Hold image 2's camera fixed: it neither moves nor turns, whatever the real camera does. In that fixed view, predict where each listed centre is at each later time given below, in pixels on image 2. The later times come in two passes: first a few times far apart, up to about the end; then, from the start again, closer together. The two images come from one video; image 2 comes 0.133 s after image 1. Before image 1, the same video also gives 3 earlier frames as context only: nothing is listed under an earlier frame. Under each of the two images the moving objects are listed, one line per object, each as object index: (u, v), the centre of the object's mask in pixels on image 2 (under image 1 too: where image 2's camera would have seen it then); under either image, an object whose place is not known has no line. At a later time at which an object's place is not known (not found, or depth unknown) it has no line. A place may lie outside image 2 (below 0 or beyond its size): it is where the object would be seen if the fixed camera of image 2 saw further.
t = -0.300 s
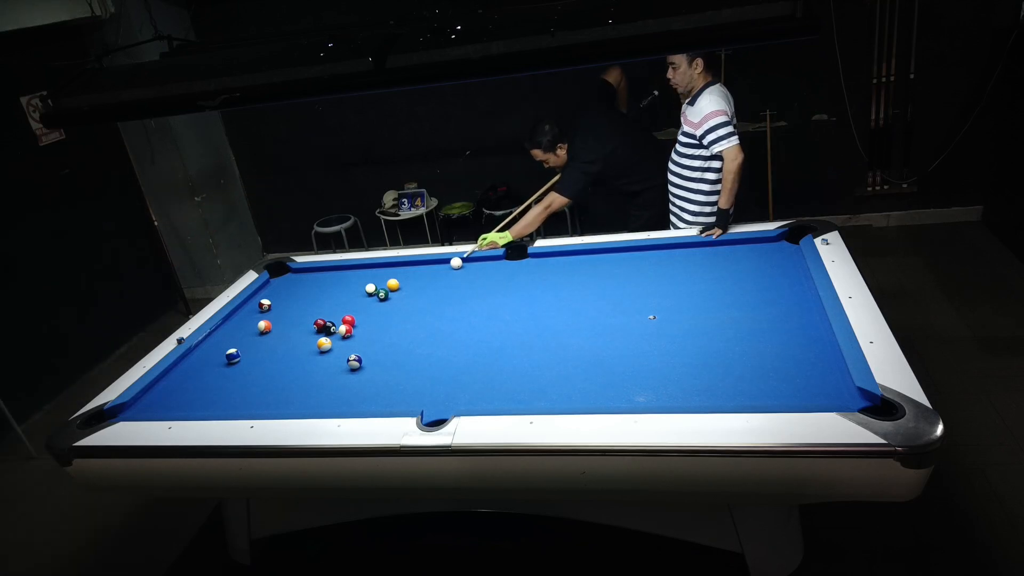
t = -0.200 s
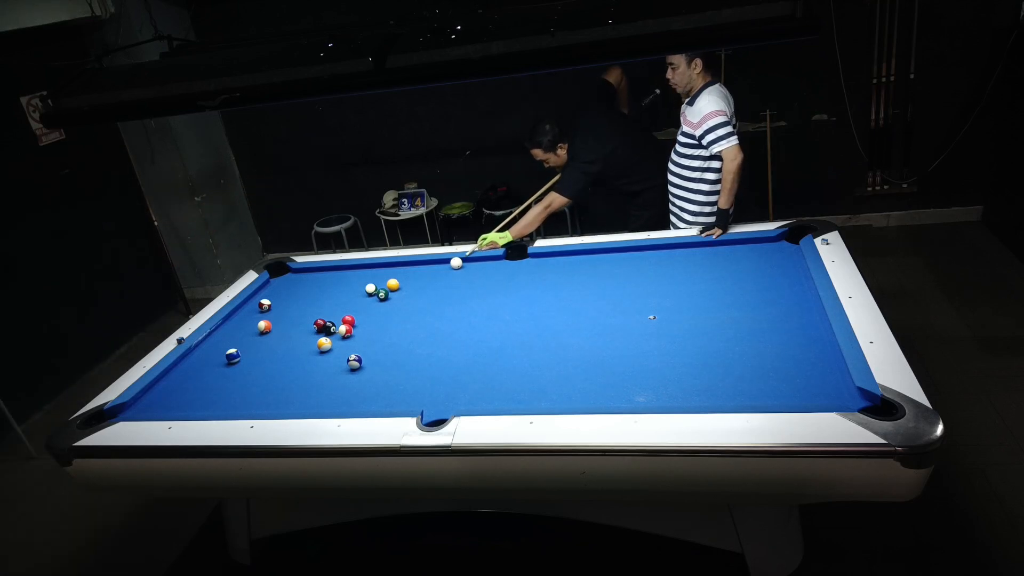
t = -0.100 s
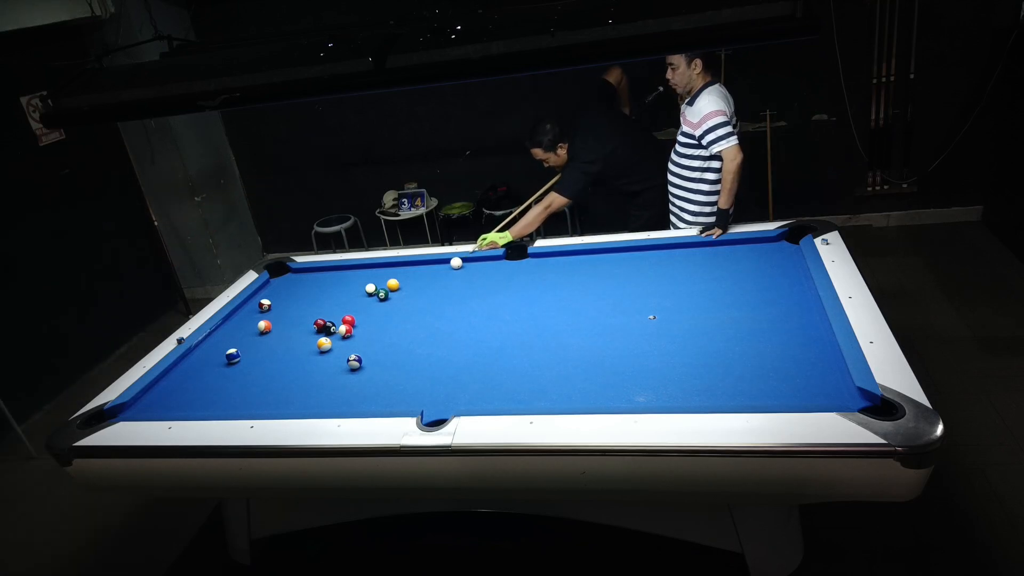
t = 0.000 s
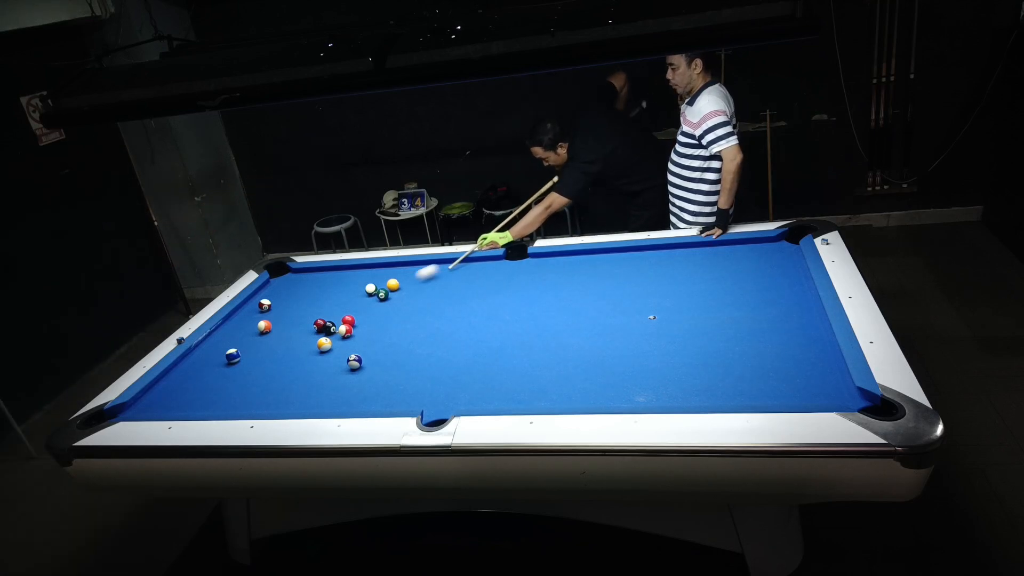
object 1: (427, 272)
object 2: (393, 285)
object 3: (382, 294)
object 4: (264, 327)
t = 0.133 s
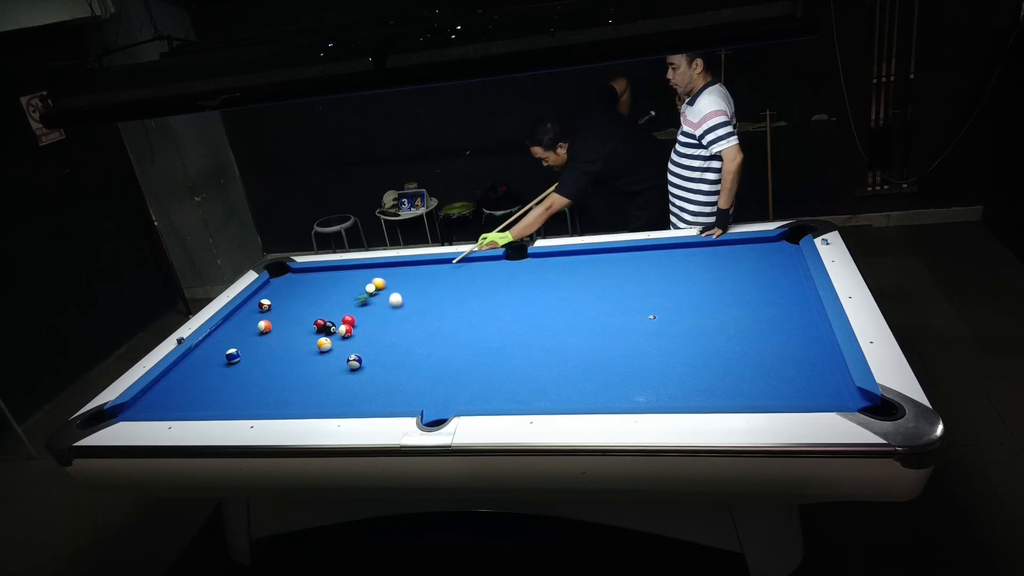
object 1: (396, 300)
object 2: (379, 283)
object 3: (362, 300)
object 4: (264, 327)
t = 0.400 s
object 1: (394, 338)
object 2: (344, 281)
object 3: (294, 318)
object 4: (264, 327)
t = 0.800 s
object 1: (387, 403)
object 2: (296, 278)
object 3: (248, 320)
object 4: (215, 347)
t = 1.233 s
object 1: (442, 352)
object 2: (287, 272)
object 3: (241, 318)
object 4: (179, 370)
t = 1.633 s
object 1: (482, 313)
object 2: (275, 279)
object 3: (267, 315)
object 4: (181, 383)
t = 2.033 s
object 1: (513, 281)
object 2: (267, 285)
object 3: (289, 312)
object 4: (184, 396)
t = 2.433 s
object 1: (539, 256)
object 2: (264, 289)
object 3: (308, 310)
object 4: (186, 406)
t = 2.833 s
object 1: (538, 272)
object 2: (261, 291)
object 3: (324, 308)
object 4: (198, 405)
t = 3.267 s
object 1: (536, 290)
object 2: (259, 293)
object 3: (338, 306)
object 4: (211, 399)
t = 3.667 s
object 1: (534, 306)
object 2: (258, 293)
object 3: (347, 305)
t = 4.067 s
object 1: (532, 323)
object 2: (258, 293)
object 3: (353, 305)
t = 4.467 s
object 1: (529, 339)
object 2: (258, 293)
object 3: (355, 305)
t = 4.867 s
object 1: (527, 355)
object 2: (258, 293)
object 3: (355, 305)
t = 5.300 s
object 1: (523, 371)
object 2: (258, 293)
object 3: (355, 305)
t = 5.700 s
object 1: (520, 384)
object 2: (258, 293)
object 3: (355, 305)
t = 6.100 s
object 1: (516, 396)
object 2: (258, 293)
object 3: (355, 305)
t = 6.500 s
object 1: (513, 401)
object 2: (258, 293)
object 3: (355, 305)
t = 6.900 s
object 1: (514, 398)
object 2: (258, 293)
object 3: (355, 305)
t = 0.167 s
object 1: (396, 305)
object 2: (375, 282)
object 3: (353, 302)
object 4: (264, 327)
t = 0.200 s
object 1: (396, 310)
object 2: (369, 281)
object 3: (344, 305)
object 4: (264, 327)
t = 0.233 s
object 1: (396, 315)
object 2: (364, 282)
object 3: (336, 307)
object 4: (264, 327)
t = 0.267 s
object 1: (395, 319)
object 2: (360, 282)
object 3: (328, 309)
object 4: (264, 326)
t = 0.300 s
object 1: (395, 323)
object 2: (356, 282)
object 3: (318, 311)
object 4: (264, 326)
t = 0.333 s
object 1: (395, 328)
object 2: (352, 282)
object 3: (310, 313)
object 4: (264, 327)
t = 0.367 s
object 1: (394, 333)
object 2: (348, 282)
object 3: (302, 315)
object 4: (264, 327)
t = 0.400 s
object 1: (394, 338)
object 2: (344, 281)
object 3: (294, 318)
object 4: (264, 327)
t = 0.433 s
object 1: (393, 343)
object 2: (340, 281)
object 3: (286, 319)
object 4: (265, 326)
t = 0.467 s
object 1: (393, 348)
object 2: (335, 281)
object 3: (277, 321)
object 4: (264, 327)
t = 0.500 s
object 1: (392, 353)
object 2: (331, 281)
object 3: (275, 321)
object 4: (259, 329)
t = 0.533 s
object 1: (392, 358)
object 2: (327, 280)
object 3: (272, 321)
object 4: (253, 331)
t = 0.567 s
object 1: (391, 363)
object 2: (323, 280)
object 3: (269, 320)
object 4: (248, 333)
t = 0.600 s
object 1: (391, 369)
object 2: (319, 280)
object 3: (266, 320)
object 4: (243, 335)
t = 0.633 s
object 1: (390, 375)
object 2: (315, 280)
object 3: (263, 320)
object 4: (239, 337)
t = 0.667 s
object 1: (390, 381)
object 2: (312, 279)
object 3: (260, 320)
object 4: (234, 339)
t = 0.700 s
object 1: (389, 387)
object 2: (308, 279)
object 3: (257, 320)
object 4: (230, 342)
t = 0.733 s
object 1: (388, 393)
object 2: (304, 279)
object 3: (254, 320)
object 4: (225, 343)
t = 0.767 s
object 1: (388, 399)
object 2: (300, 278)
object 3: (251, 320)
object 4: (220, 346)
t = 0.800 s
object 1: (387, 403)
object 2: (296, 278)
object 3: (248, 320)
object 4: (215, 347)
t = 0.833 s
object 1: (392, 400)
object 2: (293, 278)
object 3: (245, 320)
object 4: (210, 350)
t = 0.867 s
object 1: (397, 396)
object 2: (289, 278)
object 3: (242, 319)
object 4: (206, 351)
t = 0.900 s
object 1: (402, 392)
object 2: (286, 277)
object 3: (239, 320)
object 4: (201, 353)
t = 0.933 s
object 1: (406, 387)
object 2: (282, 277)
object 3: (237, 319)
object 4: (196, 355)
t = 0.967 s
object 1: (410, 383)
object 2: (278, 277)
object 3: (234, 319)
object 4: (192, 358)
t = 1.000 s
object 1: (415, 379)
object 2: (275, 277)
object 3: (231, 319)
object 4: (187, 359)
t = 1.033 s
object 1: (419, 375)
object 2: (277, 276)
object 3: (228, 319)
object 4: (183, 361)
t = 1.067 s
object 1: (423, 371)
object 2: (280, 275)
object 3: (230, 319)
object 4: (178, 364)
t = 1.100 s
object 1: (427, 367)
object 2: (283, 274)
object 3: (232, 319)
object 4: (178, 365)
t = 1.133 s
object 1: (431, 363)
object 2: (285, 273)
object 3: (235, 318)
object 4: (178, 366)
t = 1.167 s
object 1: (435, 359)
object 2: (288, 272)
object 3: (237, 318)
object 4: (178, 367)
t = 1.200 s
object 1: (439, 356)
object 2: (288, 272)
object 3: (239, 318)
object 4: (179, 368)
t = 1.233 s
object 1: (442, 352)
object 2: (287, 272)
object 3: (241, 318)
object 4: (179, 370)
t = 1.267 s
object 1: (446, 348)
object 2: (286, 273)
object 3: (244, 318)
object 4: (179, 371)
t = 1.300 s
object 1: (449, 345)
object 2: (285, 273)
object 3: (246, 318)
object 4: (179, 372)
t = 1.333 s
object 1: (453, 341)
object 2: (284, 274)
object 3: (248, 317)
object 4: (179, 373)
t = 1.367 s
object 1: (456, 338)
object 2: (283, 275)
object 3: (250, 317)
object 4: (179, 374)
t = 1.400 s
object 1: (460, 335)
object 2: (282, 275)
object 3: (252, 317)
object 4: (180, 375)
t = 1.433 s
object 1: (463, 331)
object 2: (281, 276)
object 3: (254, 317)
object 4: (180, 376)
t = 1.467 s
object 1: (466, 328)
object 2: (280, 277)
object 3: (256, 316)
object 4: (180, 377)
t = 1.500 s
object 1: (469, 325)
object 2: (279, 277)
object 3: (258, 316)
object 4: (180, 379)
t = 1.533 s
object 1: (473, 322)
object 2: (278, 278)
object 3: (260, 316)
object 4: (181, 380)
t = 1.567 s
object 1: (476, 319)
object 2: (277, 278)
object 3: (262, 316)
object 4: (181, 380)
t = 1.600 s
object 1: (479, 316)
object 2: (276, 279)
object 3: (265, 315)
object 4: (181, 382)
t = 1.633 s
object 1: (482, 313)
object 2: (275, 279)
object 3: (267, 315)
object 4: (181, 383)
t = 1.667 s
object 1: (484, 310)
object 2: (274, 280)
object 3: (269, 315)
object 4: (181, 384)
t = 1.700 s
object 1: (487, 307)
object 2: (274, 280)
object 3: (271, 314)
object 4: (181, 385)
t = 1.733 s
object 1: (490, 305)
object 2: (273, 281)
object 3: (273, 314)
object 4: (181, 386)
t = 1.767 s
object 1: (493, 302)
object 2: (272, 282)
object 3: (275, 314)
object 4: (182, 388)
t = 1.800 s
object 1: (495, 299)
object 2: (271, 282)
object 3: (276, 314)
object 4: (182, 389)
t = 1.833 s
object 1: (498, 296)
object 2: (270, 283)
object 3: (278, 314)
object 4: (182, 390)
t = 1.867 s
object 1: (501, 294)
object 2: (269, 283)
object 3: (280, 313)
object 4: (183, 391)
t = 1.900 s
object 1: (503, 291)
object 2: (268, 284)
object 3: (282, 313)
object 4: (183, 392)
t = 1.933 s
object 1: (506, 289)
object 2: (267, 284)
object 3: (284, 313)
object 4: (183, 393)
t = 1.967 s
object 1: (508, 286)
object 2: (267, 285)
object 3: (285, 313)
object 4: (183, 394)
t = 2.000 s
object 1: (511, 284)
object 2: (267, 285)
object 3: (287, 313)
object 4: (183, 395)
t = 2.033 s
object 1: (513, 281)
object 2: (267, 285)
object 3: (289, 312)
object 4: (184, 396)
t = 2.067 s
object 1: (515, 279)
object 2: (266, 286)
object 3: (290, 312)
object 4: (184, 397)
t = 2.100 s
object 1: (518, 277)
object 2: (266, 286)
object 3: (292, 312)
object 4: (184, 398)
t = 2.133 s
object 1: (520, 274)
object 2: (266, 286)
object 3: (294, 312)
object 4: (184, 399)
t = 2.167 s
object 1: (522, 272)
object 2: (266, 287)
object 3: (296, 311)
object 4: (184, 400)
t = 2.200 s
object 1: (525, 270)
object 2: (265, 287)
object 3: (297, 311)
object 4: (185, 401)
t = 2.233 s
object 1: (527, 268)
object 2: (265, 287)
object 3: (299, 311)
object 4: (185, 402)
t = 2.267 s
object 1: (529, 266)
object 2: (265, 287)
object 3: (300, 311)
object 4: (185, 403)
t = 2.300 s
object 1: (531, 264)
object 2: (265, 288)
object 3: (302, 311)
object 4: (185, 404)
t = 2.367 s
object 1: (535, 259)
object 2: (264, 288)
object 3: (305, 310)
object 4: (186, 405)
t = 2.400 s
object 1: (537, 257)
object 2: (264, 288)
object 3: (307, 310)
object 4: (186, 406)
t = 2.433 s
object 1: (539, 256)
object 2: (264, 289)
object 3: (308, 310)
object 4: (186, 406)
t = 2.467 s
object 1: (539, 257)
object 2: (264, 289)
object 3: (309, 310)
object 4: (187, 407)
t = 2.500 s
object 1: (539, 258)
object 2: (263, 289)
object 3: (311, 310)
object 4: (187, 408)
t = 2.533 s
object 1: (538, 260)
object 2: (263, 289)
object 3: (312, 309)
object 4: (187, 408)
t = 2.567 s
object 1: (539, 261)
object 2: (263, 290)
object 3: (314, 309)
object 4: (188, 408)
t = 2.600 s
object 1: (538, 262)
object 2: (263, 290)
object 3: (315, 309)
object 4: (190, 408)
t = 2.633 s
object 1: (538, 264)
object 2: (262, 290)
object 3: (316, 309)
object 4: (191, 407)
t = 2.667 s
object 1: (538, 265)
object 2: (262, 290)
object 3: (318, 309)
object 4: (192, 407)
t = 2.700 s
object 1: (538, 266)
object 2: (262, 290)
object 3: (319, 309)
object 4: (193, 407)
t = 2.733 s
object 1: (538, 268)
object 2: (262, 291)
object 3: (320, 308)
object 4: (195, 406)
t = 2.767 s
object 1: (538, 269)
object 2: (262, 291)
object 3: (322, 308)
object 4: (196, 406)
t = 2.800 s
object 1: (538, 270)
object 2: (261, 291)
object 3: (323, 308)
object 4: (197, 405)
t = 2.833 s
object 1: (538, 272)
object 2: (261, 291)
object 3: (324, 308)
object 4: (198, 405)
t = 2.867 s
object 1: (538, 273)
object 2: (261, 291)
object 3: (325, 308)
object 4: (200, 405)
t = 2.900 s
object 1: (537, 274)
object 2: (261, 291)
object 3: (326, 308)
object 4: (201, 404)
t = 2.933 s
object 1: (537, 276)
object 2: (261, 292)
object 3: (328, 308)
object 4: (202, 404)
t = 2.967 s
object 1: (537, 277)
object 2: (261, 292)
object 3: (329, 307)
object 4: (203, 404)
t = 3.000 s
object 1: (537, 279)
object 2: (260, 292)
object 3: (330, 307)
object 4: (204, 403)
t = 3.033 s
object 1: (537, 280)
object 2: (260, 292)
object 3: (331, 307)
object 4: (205, 402)
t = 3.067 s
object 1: (537, 281)
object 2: (260, 292)
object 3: (332, 307)
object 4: (206, 402)
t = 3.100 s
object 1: (537, 283)
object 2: (260, 292)
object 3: (333, 307)
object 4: (207, 401)
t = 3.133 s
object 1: (536, 284)
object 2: (260, 292)
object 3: (334, 307)
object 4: (208, 401)
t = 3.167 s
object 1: (536, 286)
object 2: (260, 292)
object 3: (335, 307)
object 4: (209, 400)
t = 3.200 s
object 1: (536, 287)
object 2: (259, 293)
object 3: (336, 307)
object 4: (210, 400)
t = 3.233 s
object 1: (536, 288)
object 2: (259, 293)
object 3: (337, 306)
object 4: (210, 399)
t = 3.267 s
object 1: (536, 290)
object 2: (259, 293)
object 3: (338, 306)
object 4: (211, 399)
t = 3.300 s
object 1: (536, 291)
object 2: (259, 293)
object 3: (339, 306)
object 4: (212, 399)
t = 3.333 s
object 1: (536, 293)
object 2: (259, 293)
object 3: (339, 306)
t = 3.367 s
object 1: (536, 294)
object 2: (259, 293)
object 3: (340, 306)
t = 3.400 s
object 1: (535, 295)
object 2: (259, 293)
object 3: (341, 306)
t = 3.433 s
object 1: (535, 297)
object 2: (258, 293)
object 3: (342, 306)
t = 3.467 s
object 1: (535, 298)
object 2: (258, 293)
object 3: (343, 306)
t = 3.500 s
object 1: (535, 299)
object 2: (258, 293)
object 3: (343, 306)
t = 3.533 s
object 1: (535, 301)
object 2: (258, 293)
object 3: (344, 306)
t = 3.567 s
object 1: (535, 302)
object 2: (258, 293)
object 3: (345, 306)
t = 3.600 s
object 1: (534, 304)
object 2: (258, 293)
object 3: (345, 306)
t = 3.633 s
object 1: (534, 305)
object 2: (258, 293)
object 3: (346, 305)
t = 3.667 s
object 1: (534, 306)
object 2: (258, 293)
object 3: (347, 305)
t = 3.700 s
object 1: (534, 308)
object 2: (258, 293)
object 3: (347, 305)
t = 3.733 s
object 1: (534, 309)
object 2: (258, 293)
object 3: (348, 305)
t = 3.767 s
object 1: (533, 311)
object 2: (258, 293)
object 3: (349, 305)
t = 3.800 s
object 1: (533, 312)
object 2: (258, 293)
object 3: (349, 305)
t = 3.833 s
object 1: (533, 313)
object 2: (258, 293)
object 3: (350, 305)
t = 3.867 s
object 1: (533, 315)
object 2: (258, 293)
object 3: (350, 305)
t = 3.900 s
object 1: (533, 316)
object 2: (258, 293)
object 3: (351, 305)
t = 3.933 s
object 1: (533, 318)
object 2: (258, 293)
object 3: (351, 305)
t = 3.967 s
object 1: (532, 319)
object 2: (258, 293)
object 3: (351, 305)
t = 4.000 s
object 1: (532, 320)
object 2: (258, 293)
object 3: (352, 305)
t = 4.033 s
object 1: (532, 322)
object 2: (258, 293)
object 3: (352, 305)
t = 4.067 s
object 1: (532, 323)
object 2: (258, 293)
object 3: (353, 305)
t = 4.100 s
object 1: (532, 325)
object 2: (258, 293)
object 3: (353, 305)
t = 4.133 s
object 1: (531, 326)
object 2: (258, 293)
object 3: (353, 305)
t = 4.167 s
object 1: (531, 327)
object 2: (258, 293)
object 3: (354, 305)
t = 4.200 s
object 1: (531, 329)
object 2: (258, 293)
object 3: (354, 305)
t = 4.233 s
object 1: (531, 330)
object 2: (258, 293)
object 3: (354, 305)
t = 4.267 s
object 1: (531, 331)
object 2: (258, 293)
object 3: (354, 305)
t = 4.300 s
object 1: (530, 333)
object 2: (258, 293)
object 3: (355, 305)
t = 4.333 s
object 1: (530, 334)
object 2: (258, 293)
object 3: (355, 305)
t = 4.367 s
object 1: (530, 335)
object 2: (258, 293)
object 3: (355, 305)
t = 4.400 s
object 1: (530, 337)
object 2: (258, 293)
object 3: (355, 305)
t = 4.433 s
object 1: (529, 338)
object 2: (258, 293)
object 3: (355, 305)
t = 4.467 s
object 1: (529, 339)
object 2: (258, 293)
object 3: (355, 305)
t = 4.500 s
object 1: (529, 341)
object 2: (258, 293)
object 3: (356, 305)
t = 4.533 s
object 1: (529, 342)
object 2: (258, 293)
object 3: (356, 305)
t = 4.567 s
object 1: (529, 343)
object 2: (258, 293)
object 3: (356, 305)
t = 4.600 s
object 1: (528, 345)
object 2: (258, 293)
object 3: (356, 305)
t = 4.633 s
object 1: (528, 346)
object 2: (258, 293)
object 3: (356, 305)
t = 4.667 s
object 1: (528, 347)
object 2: (258, 293)
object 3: (356, 305)
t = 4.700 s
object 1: (528, 349)
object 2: (258, 293)
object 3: (356, 305)
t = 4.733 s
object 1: (528, 350)
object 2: (258, 293)
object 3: (356, 305)
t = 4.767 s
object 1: (527, 351)
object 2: (258, 293)
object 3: (356, 305)
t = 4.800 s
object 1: (527, 353)
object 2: (258, 293)
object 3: (356, 305)
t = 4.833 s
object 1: (527, 354)
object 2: (258, 293)
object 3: (356, 305)
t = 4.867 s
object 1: (527, 355)
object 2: (258, 293)
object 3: (355, 305)
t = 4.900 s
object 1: (526, 356)
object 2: (258, 293)
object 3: (355, 305)
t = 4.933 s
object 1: (526, 358)
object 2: (258, 293)
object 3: (355, 305)
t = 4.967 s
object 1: (526, 359)
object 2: (258, 293)
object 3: (355, 305)
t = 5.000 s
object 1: (526, 360)
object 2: (258, 293)
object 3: (355, 305)
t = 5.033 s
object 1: (525, 361)
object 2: (258, 293)
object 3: (355, 305)
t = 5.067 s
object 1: (525, 362)
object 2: (258, 293)
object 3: (355, 305)
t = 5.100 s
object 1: (525, 364)
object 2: (258, 293)
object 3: (355, 305)
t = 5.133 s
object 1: (525, 365)
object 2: (258, 293)
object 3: (355, 305)
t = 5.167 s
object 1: (524, 366)
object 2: (258, 293)
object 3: (355, 305)
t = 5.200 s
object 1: (524, 367)
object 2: (258, 293)
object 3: (355, 305)
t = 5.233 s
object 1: (524, 369)
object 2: (258, 293)
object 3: (355, 305)
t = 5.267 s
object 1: (524, 370)
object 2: (258, 293)
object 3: (355, 305)
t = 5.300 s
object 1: (523, 371)
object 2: (258, 293)
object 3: (355, 305)
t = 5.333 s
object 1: (523, 372)
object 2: (258, 293)
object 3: (355, 305)
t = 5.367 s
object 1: (523, 373)
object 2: (258, 293)
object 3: (355, 305)
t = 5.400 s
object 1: (522, 374)
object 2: (258, 293)
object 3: (355, 305)
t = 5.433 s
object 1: (522, 375)
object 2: (258, 293)
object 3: (355, 305)
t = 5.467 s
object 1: (522, 377)
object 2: (258, 293)
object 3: (355, 305)
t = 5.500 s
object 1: (521, 378)
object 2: (258, 293)
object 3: (355, 305)
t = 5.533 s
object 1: (521, 379)
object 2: (258, 293)
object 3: (355, 305)
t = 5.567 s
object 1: (521, 380)
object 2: (258, 293)
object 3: (355, 305)
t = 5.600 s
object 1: (521, 381)
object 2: (258, 293)
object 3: (355, 305)
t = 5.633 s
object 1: (520, 382)
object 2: (258, 293)
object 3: (355, 305)
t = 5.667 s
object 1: (520, 383)
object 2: (258, 293)
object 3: (355, 305)
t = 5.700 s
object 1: (520, 384)
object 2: (258, 293)
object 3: (355, 305)
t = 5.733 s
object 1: (519, 385)
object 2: (258, 293)
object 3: (355, 305)
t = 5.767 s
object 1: (519, 386)
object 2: (258, 293)
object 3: (355, 305)
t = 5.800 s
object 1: (519, 387)
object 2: (258, 293)
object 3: (355, 304)
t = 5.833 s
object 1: (518, 388)
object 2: (258, 293)
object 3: (355, 305)
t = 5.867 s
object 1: (518, 389)
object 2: (258, 293)
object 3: (355, 305)
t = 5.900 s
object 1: (518, 390)
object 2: (258, 293)
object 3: (355, 304)
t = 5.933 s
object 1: (518, 391)
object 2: (258, 293)
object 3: (355, 305)
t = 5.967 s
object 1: (517, 392)
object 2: (258, 293)
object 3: (355, 305)
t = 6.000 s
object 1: (517, 393)
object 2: (258, 293)
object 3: (355, 305)
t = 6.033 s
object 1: (516, 394)
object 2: (258, 293)
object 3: (355, 305)
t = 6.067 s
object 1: (516, 395)
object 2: (258, 293)
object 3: (355, 305)
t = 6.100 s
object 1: (516, 396)
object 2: (258, 293)
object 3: (355, 305)
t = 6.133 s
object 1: (515, 396)
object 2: (258, 293)
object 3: (355, 305)
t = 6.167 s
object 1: (515, 397)
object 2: (258, 293)
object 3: (355, 305)
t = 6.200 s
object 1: (515, 397)
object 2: (258, 293)
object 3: (355, 305)
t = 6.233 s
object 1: (514, 398)
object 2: (258, 293)
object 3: (355, 305)
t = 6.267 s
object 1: (514, 398)
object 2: (258, 293)
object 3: (355, 305)
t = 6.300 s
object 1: (514, 399)
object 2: (258, 293)
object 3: (355, 305)
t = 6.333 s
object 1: (514, 400)
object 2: (258, 293)
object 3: (355, 305)
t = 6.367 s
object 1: (513, 400)
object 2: (258, 293)
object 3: (355, 305)
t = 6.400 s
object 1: (513, 400)
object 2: (258, 293)
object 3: (355, 305)
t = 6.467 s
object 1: (513, 401)
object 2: (258, 293)
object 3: (355, 305)
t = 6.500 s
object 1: (513, 401)
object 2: (258, 293)
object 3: (355, 305)
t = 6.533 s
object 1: (513, 401)
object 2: (258, 293)
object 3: (355, 305)
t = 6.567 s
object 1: (513, 401)
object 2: (258, 293)
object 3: (355, 305)
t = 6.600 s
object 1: (513, 400)
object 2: (258, 293)
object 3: (355, 305)
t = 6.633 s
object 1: (513, 400)
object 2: (258, 293)
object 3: (355, 305)
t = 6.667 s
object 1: (513, 400)
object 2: (258, 293)
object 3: (355, 305)
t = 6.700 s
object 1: (513, 400)
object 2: (258, 293)
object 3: (355, 305)
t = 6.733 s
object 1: (513, 399)
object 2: (258, 293)
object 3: (355, 305)
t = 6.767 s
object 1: (514, 399)
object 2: (258, 293)
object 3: (355, 305)
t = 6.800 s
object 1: (514, 399)
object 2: (258, 293)
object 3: (355, 305)
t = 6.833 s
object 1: (514, 398)
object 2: (258, 293)
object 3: (355, 305)
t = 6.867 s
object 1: (514, 398)
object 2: (258, 293)
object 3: (355, 305)
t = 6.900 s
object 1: (514, 398)
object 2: (258, 293)
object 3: (355, 305)
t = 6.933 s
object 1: (514, 398)
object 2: (258, 293)
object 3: (355, 305)
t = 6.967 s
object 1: (515, 398)
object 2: (258, 293)
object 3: (355, 305)
